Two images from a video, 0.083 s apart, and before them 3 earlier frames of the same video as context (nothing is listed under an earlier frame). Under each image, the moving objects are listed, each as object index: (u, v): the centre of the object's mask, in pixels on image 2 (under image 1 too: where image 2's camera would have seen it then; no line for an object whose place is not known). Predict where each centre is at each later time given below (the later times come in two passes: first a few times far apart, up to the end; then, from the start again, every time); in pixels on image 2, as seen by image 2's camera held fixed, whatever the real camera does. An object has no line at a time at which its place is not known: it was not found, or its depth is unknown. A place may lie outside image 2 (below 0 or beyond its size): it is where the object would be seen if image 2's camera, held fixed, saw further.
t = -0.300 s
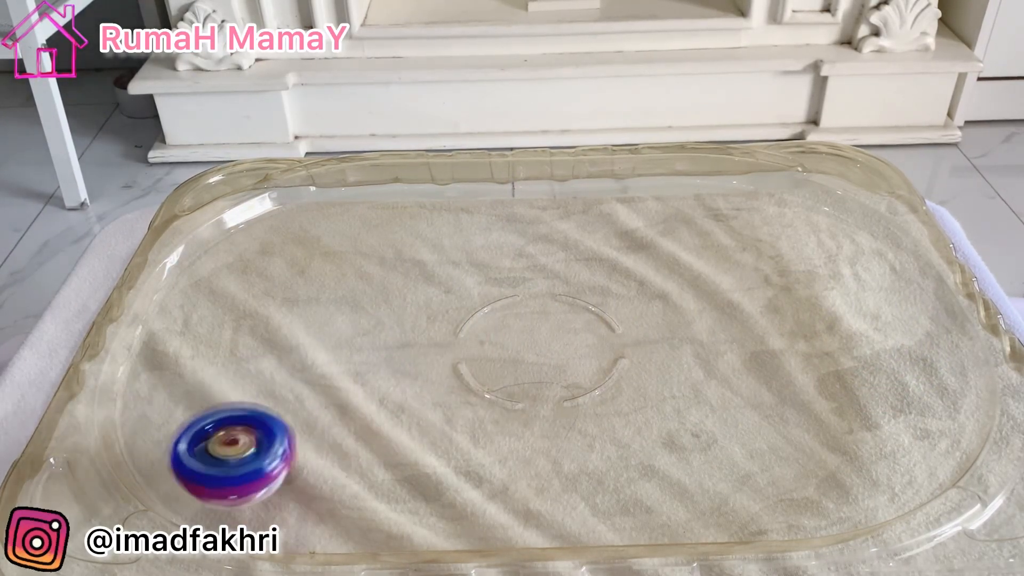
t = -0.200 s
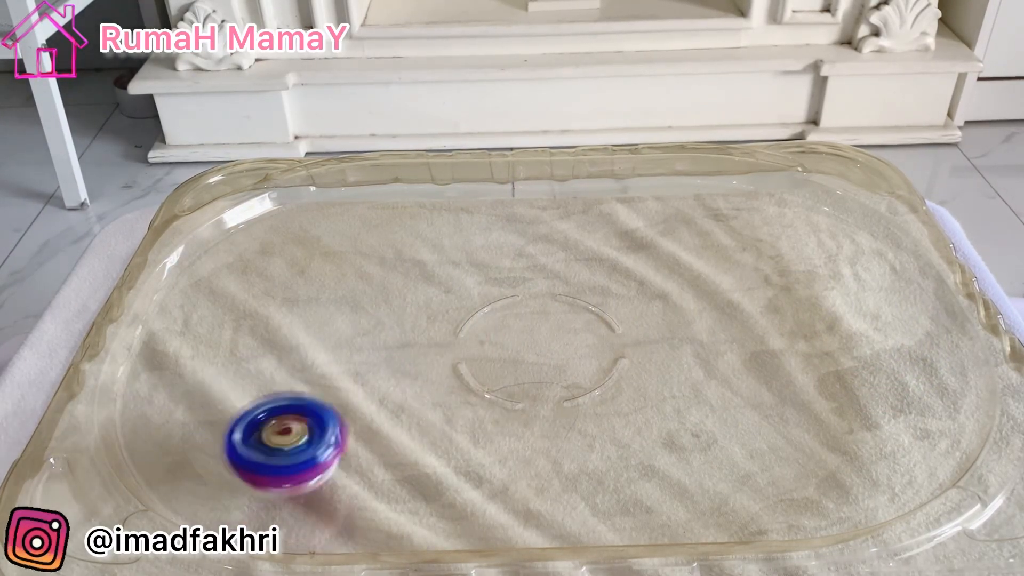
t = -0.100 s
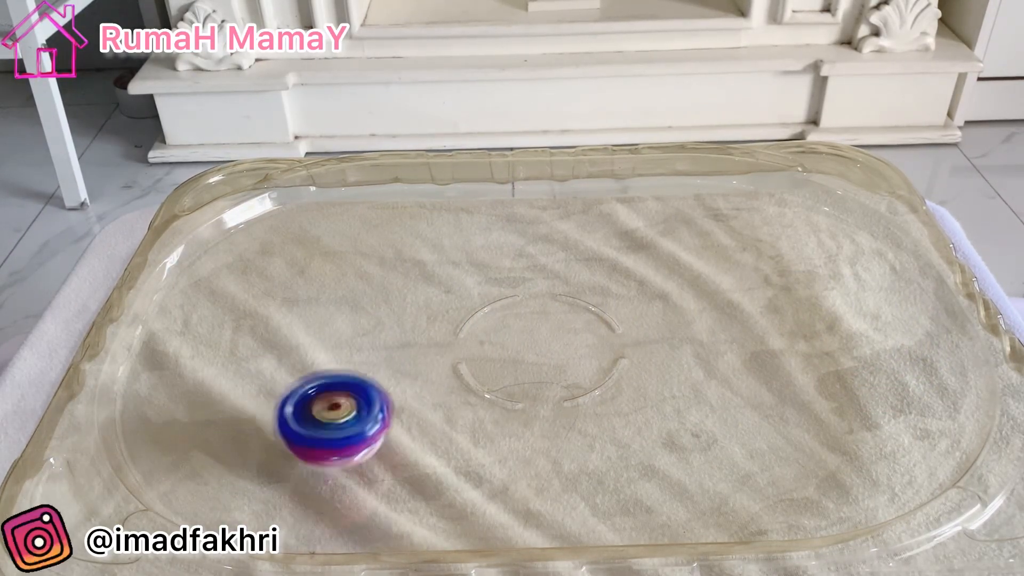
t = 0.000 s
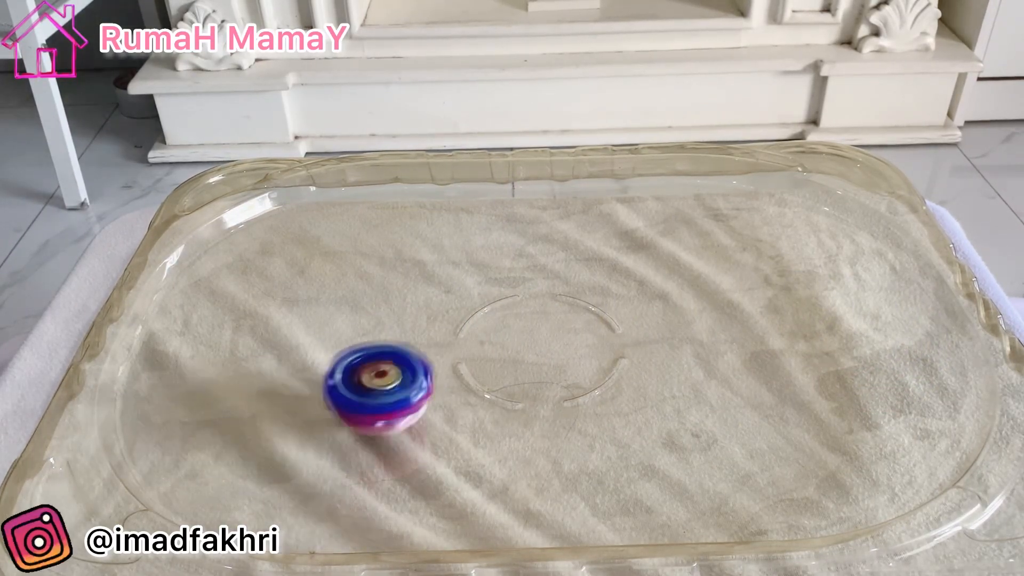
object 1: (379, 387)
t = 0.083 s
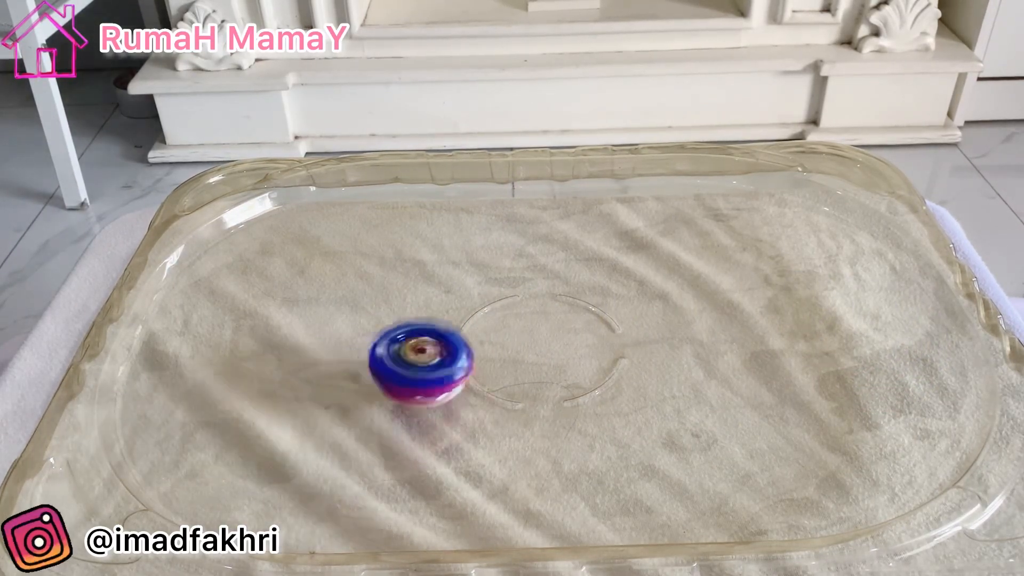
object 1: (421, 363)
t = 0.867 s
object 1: (601, 225)
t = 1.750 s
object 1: (714, 321)
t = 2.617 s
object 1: (505, 342)
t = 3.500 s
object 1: (395, 303)
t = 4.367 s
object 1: (447, 321)
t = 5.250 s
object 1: (615, 317)
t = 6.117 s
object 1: (571, 284)
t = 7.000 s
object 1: (458, 327)
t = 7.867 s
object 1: (488, 353)
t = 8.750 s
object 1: (453, 319)
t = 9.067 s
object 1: (451, 318)
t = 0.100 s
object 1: (429, 357)
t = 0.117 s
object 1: (436, 353)
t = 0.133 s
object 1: (445, 347)
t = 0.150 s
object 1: (451, 342)
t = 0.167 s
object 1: (456, 337)
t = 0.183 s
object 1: (460, 329)
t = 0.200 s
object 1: (461, 326)
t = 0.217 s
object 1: (464, 324)
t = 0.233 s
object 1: (466, 319)
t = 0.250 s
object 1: (468, 314)
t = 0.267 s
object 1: (471, 308)
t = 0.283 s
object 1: (473, 302)
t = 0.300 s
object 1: (475, 297)
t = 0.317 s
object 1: (478, 292)
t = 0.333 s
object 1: (481, 287)
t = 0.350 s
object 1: (485, 282)
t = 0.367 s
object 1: (490, 280)
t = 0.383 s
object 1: (495, 279)
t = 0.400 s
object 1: (501, 278)
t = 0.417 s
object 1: (506, 277)
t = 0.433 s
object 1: (509, 274)
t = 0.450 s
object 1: (514, 271)
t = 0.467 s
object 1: (517, 270)
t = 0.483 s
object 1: (521, 271)
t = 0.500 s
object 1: (526, 272)
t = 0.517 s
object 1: (529, 272)
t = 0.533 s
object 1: (533, 271)
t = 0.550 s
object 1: (537, 270)
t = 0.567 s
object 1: (541, 269)
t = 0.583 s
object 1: (545, 267)
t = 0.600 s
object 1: (549, 265)
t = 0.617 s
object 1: (553, 263)
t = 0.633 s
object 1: (558, 260)
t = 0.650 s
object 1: (562, 258)
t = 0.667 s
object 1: (566, 255)
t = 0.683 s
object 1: (570, 252)
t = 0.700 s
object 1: (573, 249)
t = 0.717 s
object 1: (577, 247)
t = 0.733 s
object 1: (580, 244)
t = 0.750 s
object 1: (583, 242)
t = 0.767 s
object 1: (586, 239)
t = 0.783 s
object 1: (588, 236)
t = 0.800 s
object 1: (590, 234)
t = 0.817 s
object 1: (593, 231)
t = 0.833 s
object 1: (596, 229)
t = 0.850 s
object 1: (599, 228)
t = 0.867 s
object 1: (601, 225)
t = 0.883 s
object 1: (604, 224)
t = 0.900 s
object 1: (607, 223)
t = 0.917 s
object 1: (610, 222)
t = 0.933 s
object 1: (612, 221)
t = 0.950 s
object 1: (614, 221)
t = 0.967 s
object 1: (616, 220)
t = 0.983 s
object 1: (619, 220)
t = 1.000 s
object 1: (620, 220)
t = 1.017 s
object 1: (621, 219)
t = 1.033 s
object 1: (622, 220)
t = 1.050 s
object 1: (623, 220)
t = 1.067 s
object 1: (624, 221)
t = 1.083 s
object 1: (624, 222)
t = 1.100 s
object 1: (625, 223)
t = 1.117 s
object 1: (625, 224)
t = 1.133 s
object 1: (626, 226)
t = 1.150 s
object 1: (627, 229)
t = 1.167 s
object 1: (628, 230)
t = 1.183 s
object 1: (630, 233)
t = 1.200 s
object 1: (631, 235)
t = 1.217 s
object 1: (632, 237)
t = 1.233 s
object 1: (634, 240)
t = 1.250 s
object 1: (636, 243)
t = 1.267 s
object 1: (638, 246)
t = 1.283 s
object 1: (640, 249)
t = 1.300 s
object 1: (641, 251)
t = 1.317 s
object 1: (643, 254)
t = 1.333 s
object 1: (644, 257)
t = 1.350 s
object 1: (647, 261)
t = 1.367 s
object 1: (648, 263)
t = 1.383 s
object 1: (650, 266)
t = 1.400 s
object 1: (652, 270)
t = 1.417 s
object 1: (654, 273)
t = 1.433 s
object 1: (657, 276)
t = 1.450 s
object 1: (659, 279)
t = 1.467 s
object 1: (662, 281)
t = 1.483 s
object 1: (666, 284)
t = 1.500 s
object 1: (668, 287)
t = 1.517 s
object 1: (672, 290)
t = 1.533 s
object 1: (674, 292)
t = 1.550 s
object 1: (676, 295)
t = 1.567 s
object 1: (680, 298)
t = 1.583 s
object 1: (682, 300)
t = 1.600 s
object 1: (685, 303)
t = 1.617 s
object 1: (688, 306)
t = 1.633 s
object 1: (692, 308)
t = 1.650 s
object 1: (696, 310)
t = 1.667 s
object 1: (698, 312)
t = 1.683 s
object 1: (703, 315)
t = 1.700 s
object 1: (706, 316)
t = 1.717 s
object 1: (710, 318)
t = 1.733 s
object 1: (712, 319)
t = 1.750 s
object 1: (714, 321)
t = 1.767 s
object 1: (716, 322)
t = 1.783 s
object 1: (717, 323)
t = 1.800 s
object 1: (719, 324)
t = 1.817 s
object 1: (719, 324)
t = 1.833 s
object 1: (720, 325)
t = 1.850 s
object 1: (720, 326)
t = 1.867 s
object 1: (719, 326)
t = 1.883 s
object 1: (719, 327)
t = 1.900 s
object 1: (717, 327)
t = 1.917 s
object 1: (717, 327)
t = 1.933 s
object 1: (714, 327)
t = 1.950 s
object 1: (713, 328)
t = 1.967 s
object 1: (711, 328)
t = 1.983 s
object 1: (708, 328)
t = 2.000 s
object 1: (706, 329)
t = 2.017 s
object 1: (703, 329)
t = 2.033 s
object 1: (700, 330)
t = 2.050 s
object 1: (696, 330)
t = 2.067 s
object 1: (693, 330)
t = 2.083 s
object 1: (688, 331)
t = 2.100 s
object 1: (685, 331)
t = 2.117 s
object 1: (681, 332)
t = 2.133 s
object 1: (677, 332)
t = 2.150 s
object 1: (673, 333)
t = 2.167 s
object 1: (668, 333)
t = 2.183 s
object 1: (664, 333)
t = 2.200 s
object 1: (659, 333)
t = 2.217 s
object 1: (654, 333)
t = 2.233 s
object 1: (649, 333)
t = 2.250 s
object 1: (643, 333)
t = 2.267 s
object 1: (637, 333)
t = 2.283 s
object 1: (631, 333)
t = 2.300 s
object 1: (626, 333)
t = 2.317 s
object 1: (623, 333)
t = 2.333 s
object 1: (621, 335)
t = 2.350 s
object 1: (617, 336)
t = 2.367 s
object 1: (613, 338)
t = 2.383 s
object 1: (607, 338)
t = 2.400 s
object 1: (601, 338)
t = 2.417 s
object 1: (595, 338)
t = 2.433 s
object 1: (589, 338)
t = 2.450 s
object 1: (582, 338)
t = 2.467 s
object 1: (575, 339)
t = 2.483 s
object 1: (568, 339)
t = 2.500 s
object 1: (560, 339)
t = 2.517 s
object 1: (555, 340)
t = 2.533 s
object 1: (545, 340)
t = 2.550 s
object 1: (538, 341)
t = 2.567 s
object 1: (530, 341)
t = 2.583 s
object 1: (521, 341)
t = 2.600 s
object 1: (514, 342)
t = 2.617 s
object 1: (505, 342)
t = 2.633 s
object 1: (497, 344)
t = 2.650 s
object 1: (489, 344)
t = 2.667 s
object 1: (481, 344)
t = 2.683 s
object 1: (472, 344)
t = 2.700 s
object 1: (468, 342)
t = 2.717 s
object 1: (463, 341)
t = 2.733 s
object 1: (460, 342)
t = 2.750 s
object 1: (453, 341)
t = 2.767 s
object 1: (448, 342)
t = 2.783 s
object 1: (443, 342)
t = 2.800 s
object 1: (438, 341)
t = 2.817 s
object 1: (433, 341)
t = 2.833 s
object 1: (427, 341)
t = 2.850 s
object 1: (420, 341)
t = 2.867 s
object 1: (414, 340)
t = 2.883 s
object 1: (408, 341)
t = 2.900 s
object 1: (402, 340)
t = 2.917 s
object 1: (396, 340)
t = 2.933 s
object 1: (390, 340)
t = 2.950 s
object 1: (386, 341)
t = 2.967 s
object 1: (380, 340)
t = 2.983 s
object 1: (377, 341)
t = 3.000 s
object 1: (372, 341)
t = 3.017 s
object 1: (369, 342)
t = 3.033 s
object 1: (366, 343)
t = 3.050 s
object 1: (363, 344)
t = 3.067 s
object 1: (361, 344)
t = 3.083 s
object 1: (359, 344)
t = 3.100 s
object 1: (358, 345)
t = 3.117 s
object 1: (358, 345)
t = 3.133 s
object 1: (358, 345)
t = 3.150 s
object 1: (358, 345)
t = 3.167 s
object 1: (359, 345)
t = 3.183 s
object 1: (360, 344)
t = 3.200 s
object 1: (362, 344)
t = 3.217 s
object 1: (363, 343)
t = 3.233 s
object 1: (366, 343)
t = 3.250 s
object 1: (368, 342)
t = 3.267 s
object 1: (372, 341)
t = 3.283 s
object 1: (374, 339)
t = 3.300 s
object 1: (378, 338)
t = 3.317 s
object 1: (380, 336)
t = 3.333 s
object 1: (384, 333)
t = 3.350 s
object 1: (386, 331)
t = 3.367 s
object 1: (389, 328)
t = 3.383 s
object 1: (390, 326)
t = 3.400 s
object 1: (392, 322)
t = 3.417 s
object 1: (393, 319)
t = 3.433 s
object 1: (395, 316)
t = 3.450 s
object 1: (395, 312)
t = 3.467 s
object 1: (396, 309)
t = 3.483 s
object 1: (395, 306)
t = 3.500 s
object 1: (395, 303)
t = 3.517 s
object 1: (394, 300)
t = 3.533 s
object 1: (394, 297)
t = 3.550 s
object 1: (393, 294)
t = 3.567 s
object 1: (393, 292)
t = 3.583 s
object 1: (392, 289)
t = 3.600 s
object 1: (392, 287)
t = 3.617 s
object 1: (391, 284)
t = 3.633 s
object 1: (391, 282)
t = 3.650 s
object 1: (390, 280)
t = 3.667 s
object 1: (391, 278)
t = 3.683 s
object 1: (389, 276)
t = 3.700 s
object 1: (389, 274)
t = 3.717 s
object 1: (388, 272)
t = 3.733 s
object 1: (387, 270)
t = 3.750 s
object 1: (386, 269)
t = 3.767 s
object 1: (386, 268)
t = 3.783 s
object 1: (383, 267)
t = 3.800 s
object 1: (383, 266)
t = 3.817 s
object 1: (382, 265)
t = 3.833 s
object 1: (382, 264)
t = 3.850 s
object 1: (380, 264)
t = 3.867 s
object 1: (380, 264)
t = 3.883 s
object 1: (378, 264)
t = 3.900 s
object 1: (378, 264)
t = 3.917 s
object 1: (377, 266)
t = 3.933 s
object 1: (377, 266)
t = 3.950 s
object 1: (375, 268)
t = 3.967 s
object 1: (377, 269)
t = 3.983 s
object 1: (377, 270)
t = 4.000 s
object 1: (379, 271)
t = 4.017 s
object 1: (379, 273)
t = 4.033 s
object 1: (381, 274)
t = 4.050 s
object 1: (382, 276)
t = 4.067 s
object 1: (384, 278)
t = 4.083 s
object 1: (386, 280)
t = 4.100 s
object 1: (387, 283)
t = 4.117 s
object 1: (390, 284)
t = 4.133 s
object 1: (392, 287)
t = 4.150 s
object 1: (395, 288)
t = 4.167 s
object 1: (397, 292)
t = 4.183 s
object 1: (400, 294)
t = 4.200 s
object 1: (403, 297)
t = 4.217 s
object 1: (407, 299)
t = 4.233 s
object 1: (410, 302)
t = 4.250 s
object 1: (415, 305)
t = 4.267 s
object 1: (417, 306)
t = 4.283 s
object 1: (423, 310)
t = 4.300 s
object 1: (426, 312)
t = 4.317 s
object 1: (431, 315)
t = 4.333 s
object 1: (436, 317)
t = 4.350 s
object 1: (442, 319)
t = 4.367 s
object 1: (447, 321)
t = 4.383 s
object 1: (453, 323)
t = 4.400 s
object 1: (459, 325)
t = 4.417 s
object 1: (465, 326)
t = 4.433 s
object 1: (471, 327)
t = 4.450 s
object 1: (476, 329)
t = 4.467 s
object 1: (482, 330)
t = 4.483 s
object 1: (487, 332)
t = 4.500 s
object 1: (494, 333)
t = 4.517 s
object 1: (498, 333)
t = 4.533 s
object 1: (505, 335)
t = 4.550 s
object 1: (509, 335)
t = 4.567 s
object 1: (516, 337)
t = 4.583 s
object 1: (520, 338)
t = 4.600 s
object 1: (526, 340)
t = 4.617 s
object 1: (531, 341)
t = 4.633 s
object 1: (536, 343)
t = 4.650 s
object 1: (542, 344)
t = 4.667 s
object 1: (547, 346)
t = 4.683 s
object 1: (553, 347)
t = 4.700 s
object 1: (558, 349)
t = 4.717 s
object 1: (566, 350)
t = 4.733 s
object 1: (571, 351)
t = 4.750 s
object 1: (578, 353)
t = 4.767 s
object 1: (583, 353)
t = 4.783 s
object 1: (590, 354)
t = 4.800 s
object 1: (594, 352)
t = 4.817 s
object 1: (598, 350)
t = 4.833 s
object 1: (601, 347)
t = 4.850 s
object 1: (603, 345)
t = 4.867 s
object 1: (605, 339)
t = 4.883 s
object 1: (606, 337)
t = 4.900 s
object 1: (607, 333)
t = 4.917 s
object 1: (605, 327)
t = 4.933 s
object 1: (607, 324)
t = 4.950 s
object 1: (607, 321)
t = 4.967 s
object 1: (608, 318)
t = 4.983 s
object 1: (609, 317)
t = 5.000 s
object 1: (610, 316)
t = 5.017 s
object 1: (611, 316)
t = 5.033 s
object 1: (612, 318)
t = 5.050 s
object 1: (612, 319)
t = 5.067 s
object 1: (612, 320)
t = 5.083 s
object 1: (615, 322)
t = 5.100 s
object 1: (616, 322)
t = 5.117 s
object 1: (618, 323)
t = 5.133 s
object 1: (618, 323)
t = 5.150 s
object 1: (618, 321)
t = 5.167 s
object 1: (618, 319)
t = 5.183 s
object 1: (618, 318)
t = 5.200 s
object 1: (619, 318)
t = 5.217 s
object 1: (616, 317)
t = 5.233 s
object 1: (616, 317)
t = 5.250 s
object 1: (615, 317)
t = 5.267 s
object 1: (616, 317)
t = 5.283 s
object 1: (615, 316)
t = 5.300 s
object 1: (614, 316)
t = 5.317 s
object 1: (615, 316)
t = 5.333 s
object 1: (614, 315)
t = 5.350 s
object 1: (614, 316)
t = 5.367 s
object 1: (612, 316)
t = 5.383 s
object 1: (612, 316)
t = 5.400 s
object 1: (611, 315)
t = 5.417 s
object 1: (611, 316)
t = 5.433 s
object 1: (610, 315)
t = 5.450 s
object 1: (609, 315)
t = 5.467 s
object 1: (609, 314)
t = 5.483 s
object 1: (607, 314)
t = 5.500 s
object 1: (607, 314)
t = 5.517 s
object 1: (606, 313)
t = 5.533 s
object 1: (606, 313)
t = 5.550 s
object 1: (605, 312)
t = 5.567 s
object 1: (604, 312)
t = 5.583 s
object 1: (604, 312)
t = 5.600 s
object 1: (602, 311)
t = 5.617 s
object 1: (602, 310)
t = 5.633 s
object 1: (600, 310)
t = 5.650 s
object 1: (599, 310)
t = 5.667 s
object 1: (599, 309)
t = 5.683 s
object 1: (597, 308)
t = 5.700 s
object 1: (598, 308)
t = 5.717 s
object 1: (596, 308)
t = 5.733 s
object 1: (595, 307)
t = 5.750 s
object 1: (595, 306)
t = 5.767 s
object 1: (594, 306)
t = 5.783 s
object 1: (594, 306)
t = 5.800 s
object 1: (593, 304)
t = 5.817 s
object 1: (593, 303)
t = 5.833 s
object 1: (592, 302)
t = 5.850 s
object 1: (592, 302)
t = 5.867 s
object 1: (591, 300)
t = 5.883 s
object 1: (589, 299)
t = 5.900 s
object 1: (588, 298)
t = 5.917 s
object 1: (587, 296)
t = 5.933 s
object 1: (586, 295)
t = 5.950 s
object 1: (584, 294)
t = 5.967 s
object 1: (582, 293)
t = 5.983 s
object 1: (581, 293)
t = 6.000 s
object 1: (579, 292)
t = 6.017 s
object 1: (579, 292)
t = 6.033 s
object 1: (577, 291)
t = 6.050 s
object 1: (575, 290)
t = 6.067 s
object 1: (575, 289)
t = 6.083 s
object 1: (573, 286)
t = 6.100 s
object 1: (572, 286)
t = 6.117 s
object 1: (571, 284)
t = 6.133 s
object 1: (569, 283)
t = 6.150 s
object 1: (568, 282)
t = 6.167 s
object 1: (565, 281)
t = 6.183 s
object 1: (563, 281)
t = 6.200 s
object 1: (561, 279)
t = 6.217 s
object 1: (558, 278)
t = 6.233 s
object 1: (555, 277)
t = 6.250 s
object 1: (552, 277)
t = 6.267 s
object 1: (549, 277)
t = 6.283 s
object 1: (546, 276)
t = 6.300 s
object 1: (542, 275)
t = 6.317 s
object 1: (540, 276)
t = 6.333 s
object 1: (537, 275)
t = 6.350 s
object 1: (534, 276)
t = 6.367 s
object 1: (531, 275)
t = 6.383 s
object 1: (527, 275)
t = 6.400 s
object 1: (525, 276)
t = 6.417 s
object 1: (521, 277)
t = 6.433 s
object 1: (518, 278)
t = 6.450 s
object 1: (516, 278)
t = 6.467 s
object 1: (512, 278)
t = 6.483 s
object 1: (510, 279)
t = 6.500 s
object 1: (507, 280)
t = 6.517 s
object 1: (504, 281)
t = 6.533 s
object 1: (502, 283)
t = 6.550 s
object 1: (499, 283)
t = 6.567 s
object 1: (497, 284)
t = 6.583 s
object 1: (495, 285)
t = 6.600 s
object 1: (493, 287)
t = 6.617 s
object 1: (491, 289)
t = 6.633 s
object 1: (488, 290)
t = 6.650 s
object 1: (486, 292)
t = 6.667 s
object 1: (484, 293)
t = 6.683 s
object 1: (482, 295)
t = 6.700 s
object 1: (481, 297)
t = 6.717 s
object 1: (479, 299)
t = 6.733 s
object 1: (478, 301)
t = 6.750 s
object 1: (477, 303)
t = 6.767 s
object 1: (474, 304)
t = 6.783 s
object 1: (474, 306)
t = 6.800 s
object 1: (472, 307)
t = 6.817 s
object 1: (471, 309)
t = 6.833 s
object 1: (470, 311)
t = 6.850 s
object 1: (467, 313)
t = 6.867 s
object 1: (466, 314)
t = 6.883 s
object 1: (465, 316)
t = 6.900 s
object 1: (464, 317)
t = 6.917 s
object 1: (464, 319)
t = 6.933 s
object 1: (462, 321)
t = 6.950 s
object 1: (460, 323)
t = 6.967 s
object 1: (459, 325)
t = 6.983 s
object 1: (457, 326)
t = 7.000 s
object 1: (458, 327)
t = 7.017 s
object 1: (460, 328)
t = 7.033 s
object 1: (462, 330)
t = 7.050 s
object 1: (464, 332)
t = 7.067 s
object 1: (466, 332)
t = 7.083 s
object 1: (467, 334)
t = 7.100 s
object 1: (467, 335)
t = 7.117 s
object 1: (467, 337)
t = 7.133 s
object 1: (469, 339)
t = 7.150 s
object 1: (473, 341)
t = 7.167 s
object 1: (476, 343)
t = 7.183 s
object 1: (479, 345)
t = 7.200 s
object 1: (479, 346)
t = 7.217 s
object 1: (479, 348)
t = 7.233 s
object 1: (480, 350)
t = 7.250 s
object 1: (481, 351)
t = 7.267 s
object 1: (485, 352)
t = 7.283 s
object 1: (488, 352)
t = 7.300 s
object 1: (489, 352)
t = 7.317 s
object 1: (492, 352)
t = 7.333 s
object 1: (493, 353)
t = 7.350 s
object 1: (493, 354)
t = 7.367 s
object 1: (494, 354)
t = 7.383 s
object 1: (492, 354)
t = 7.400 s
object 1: (494, 354)
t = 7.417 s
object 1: (495, 355)
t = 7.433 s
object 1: (493, 355)
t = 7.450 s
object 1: (493, 356)
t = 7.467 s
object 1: (493, 355)
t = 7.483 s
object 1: (494, 355)
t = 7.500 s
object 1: (497, 356)
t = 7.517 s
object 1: (496, 356)
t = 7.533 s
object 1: (497, 356)
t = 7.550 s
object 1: (498, 357)
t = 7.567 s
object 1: (497, 356)
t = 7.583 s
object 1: (498, 356)
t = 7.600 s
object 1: (500, 356)
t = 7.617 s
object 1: (498, 357)
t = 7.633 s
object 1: (497, 357)
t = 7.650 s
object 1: (497, 357)
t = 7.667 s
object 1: (496, 357)
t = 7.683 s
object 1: (496, 356)
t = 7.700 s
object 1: (496, 355)
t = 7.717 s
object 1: (495, 355)
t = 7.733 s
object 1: (495, 355)
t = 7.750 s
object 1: (494, 354)
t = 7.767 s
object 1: (493, 354)
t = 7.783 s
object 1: (494, 354)
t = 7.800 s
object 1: (491, 354)
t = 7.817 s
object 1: (489, 354)
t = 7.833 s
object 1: (490, 354)
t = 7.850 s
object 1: (490, 353)
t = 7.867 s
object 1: (488, 353)
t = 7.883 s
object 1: (488, 352)
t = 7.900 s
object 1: (486, 352)
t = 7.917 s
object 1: (486, 352)
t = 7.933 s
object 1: (487, 353)
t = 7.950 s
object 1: (489, 353)
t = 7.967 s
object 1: (490, 352)
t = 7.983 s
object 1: (490, 351)
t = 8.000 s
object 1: (488, 350)
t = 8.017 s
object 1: (487, 350)
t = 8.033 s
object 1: (486, 349)
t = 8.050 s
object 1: (484, 348)
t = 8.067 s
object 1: (484, 348)
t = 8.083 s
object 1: (483, 347)
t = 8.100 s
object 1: (480, 347)
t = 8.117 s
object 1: (479, 346)
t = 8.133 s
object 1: (477, 345)
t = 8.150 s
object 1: (474, 344)
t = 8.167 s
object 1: (472, 344)
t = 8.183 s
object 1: (472, 343)
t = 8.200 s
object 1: (473, 342)
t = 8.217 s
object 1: (474, 342)
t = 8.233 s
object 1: (473, 341)
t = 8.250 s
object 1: (470, 340)
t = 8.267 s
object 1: (469, 339)
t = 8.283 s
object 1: (468, 338)
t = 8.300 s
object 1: (468, 337)
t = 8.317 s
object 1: (468, 336)
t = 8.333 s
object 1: (468, 336)
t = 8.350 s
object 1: (466, 335)
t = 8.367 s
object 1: (467, 335)
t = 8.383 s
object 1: (469, 335)
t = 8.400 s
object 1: (470, 334)
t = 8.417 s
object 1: (471, 334)
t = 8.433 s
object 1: (471, 334)
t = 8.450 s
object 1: (470, 333)
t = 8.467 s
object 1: (470, 331)
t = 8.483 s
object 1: (470, 330)
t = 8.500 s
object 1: (468, 329)
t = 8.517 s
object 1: (469, 328)
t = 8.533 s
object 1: (468, 327)
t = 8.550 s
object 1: (466, 326)
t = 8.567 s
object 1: (465, 325)
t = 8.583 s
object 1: (465, 325)
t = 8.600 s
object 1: (463, 324)
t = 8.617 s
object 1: (463, 323)
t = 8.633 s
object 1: (463, 323)
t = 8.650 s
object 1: (461, 322)
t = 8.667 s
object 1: (459, 321)
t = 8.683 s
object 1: (459, 320)
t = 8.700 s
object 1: (457, 319)
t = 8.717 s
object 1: (456, 319)
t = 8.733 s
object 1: (455, 319)
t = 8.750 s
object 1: (453, 319)
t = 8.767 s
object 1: (451, 318)
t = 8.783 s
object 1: (451, 319)
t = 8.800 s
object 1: (451, 318)
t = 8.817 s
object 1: (451, 318)
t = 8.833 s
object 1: (450, 319)
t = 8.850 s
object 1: (451, 319)
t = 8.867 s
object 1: (451, 318)
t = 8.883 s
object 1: (450, 319)
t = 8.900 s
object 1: (451, 319)
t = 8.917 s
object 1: (451, 318)
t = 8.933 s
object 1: (450, 318)
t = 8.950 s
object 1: (450, 318)
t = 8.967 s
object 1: (450, 318)
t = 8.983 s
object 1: (449, 318)
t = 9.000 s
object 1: (450, 318)
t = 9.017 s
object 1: (451, 318)
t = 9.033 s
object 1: (449, 318)
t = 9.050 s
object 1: (450, 318)
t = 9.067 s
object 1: (451, 318)
